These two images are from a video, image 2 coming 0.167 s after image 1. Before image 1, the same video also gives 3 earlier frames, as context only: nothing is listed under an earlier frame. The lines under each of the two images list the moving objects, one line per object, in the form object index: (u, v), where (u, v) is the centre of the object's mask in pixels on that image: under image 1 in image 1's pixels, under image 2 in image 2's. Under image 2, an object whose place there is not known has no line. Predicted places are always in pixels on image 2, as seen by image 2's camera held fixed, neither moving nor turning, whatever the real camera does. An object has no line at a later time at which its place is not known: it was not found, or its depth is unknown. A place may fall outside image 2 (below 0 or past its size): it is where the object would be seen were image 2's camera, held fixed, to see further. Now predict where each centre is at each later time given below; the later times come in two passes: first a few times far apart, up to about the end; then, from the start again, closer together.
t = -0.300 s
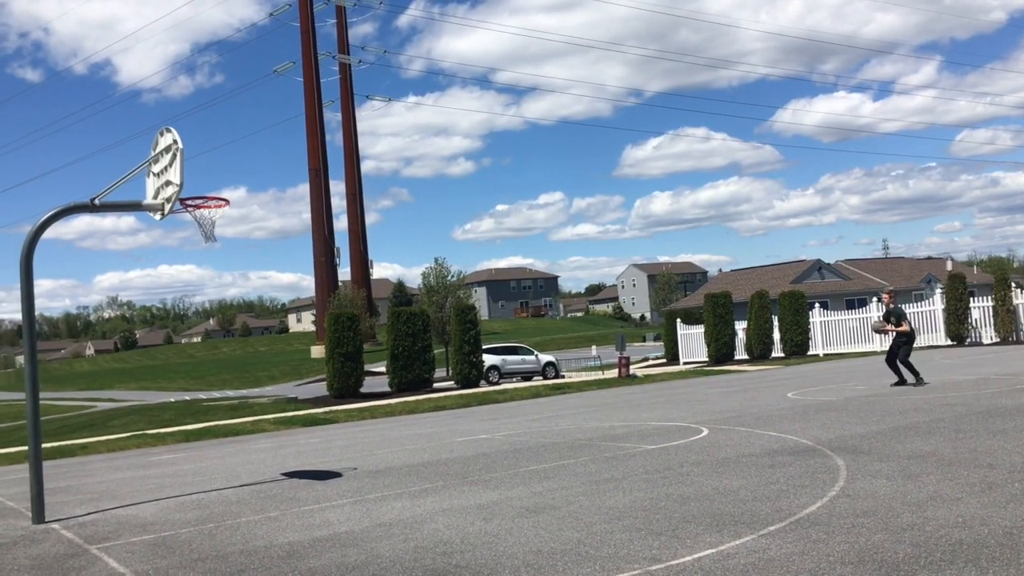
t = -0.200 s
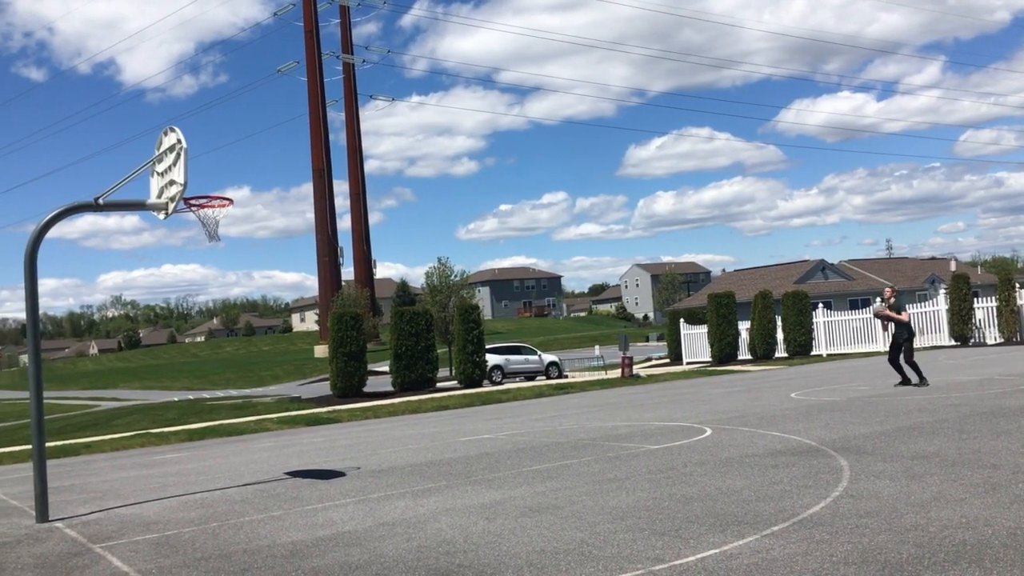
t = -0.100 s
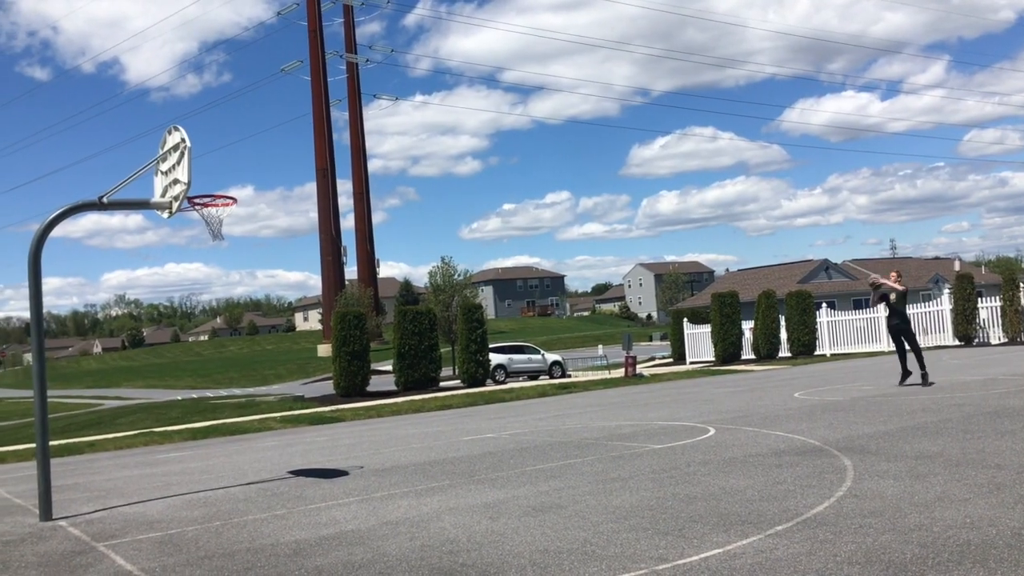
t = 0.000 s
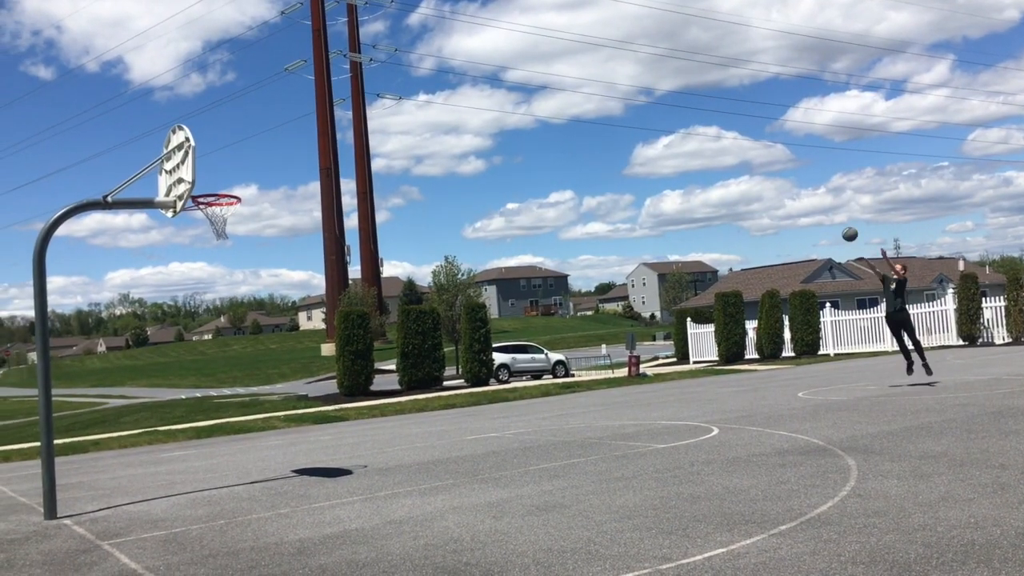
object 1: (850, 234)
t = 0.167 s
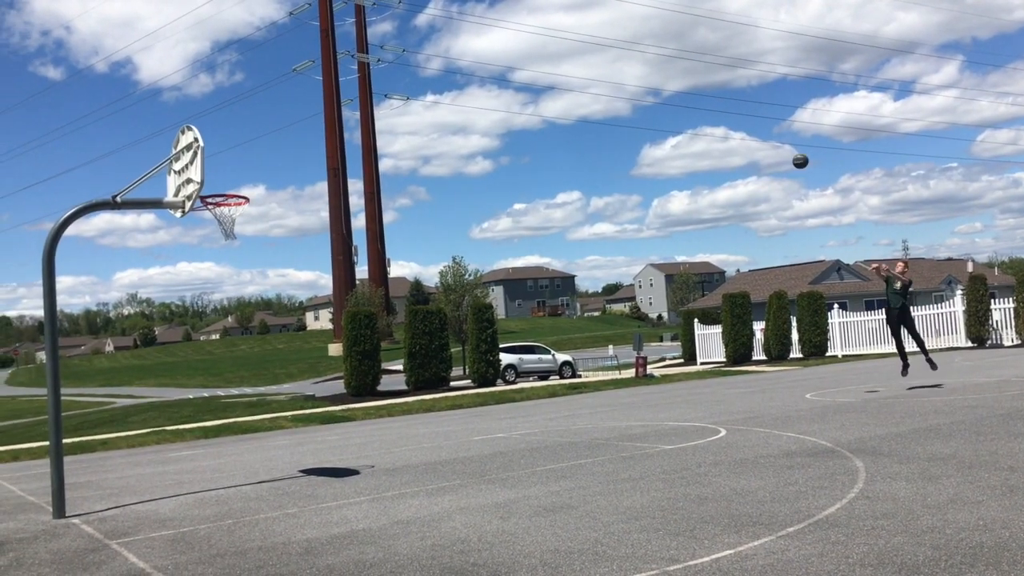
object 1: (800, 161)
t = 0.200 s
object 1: (789, 147)
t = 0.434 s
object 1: (709, 68)
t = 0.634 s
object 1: (639, 23)
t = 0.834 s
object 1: (567, 1)
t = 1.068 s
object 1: (478, 7)
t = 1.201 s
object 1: (424, 28)
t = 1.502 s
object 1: (289, 133)
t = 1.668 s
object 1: (207, 221)
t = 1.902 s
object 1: (183, 250)
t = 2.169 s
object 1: (162, 347)
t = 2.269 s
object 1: (155, 409)
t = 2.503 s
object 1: (154, 434)
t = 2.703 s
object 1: (167, 349)
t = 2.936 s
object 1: (185, 304)
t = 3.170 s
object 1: (207, 308)
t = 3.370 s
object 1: (228, 372)
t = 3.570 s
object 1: (254, 480)
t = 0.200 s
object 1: (789, 147)
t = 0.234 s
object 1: (778, 135)
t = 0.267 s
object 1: (766, 122)
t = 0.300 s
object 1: (754, 110)
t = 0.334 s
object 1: (743, 99)
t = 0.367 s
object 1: (731, 89)
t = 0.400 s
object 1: (720, 78)
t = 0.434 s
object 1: (709, 68)
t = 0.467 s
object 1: (697, 59)
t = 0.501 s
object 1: (686, 51)
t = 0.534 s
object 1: (674, 43)
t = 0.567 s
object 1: (663, 36)
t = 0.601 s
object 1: (651, 29)
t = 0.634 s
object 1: (639, 23)
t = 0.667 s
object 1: (627, 17)
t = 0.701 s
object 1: (615, 12)
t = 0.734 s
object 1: (603, 8)
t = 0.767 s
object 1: (591, 5)
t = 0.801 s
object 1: (579, 2)
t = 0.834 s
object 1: (567, 1)
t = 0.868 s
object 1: (555, 0)
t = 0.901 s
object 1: (542, 0)
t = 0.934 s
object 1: (529, 1)
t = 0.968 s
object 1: (517, 2)
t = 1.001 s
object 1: (504, 3)
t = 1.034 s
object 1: (491, 5)
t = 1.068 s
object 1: (478, 7)
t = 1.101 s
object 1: (465, 11)
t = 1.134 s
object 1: (451, 16)
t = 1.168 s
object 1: (438, 21)
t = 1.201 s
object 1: (424, 28)
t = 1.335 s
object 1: (367, 65)
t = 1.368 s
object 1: (352, 76)
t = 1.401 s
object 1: (337, 88)
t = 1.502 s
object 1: (289, 133)
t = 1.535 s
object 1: (272, 150)
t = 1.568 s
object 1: (256, 169)
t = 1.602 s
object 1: (239, 188)
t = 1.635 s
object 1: (222, 207)
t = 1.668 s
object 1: (207, 221)
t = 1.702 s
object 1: (200, 221)
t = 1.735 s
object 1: (197, 221)
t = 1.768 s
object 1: (194, 224)
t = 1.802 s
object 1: (191, 229)
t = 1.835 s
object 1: (188, 235)
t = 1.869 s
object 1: (186, 242)
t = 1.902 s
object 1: (183, 250)
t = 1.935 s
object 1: (181, 259)
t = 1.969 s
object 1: (179, 270)
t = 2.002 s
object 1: (177, 281)
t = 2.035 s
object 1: (175, 293)
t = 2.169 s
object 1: (162, 347)
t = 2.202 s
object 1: (159, 369)
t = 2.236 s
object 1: (158, 389)
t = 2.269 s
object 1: (155, 409)
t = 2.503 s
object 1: (154, 434)
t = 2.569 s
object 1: (159, 400)
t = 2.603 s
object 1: (160, 386)
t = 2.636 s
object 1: (162, 373)
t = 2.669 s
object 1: (164, 361)
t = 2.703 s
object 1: (167, 349)
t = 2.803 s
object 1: (176, 316)
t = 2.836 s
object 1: (179, 310)
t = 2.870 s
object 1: (181, 305)
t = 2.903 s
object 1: (184, 301)
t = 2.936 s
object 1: (185, 304)
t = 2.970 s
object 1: (188, 302)
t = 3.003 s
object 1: (191, 300)
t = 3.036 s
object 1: (194, 298)
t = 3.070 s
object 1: (198, 298)
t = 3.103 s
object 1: (201, 300)
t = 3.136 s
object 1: (204, 303)
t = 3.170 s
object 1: (207, 308)
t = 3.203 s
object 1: (210, 315)
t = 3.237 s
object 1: (214, 323)
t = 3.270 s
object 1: (217, 333)
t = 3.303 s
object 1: (220, 348)
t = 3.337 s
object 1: (224, 359)
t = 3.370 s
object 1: (228, 372)
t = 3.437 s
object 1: (236, 402)
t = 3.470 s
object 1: (241, 419)
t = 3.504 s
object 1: (245, 439)
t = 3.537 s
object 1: (250, 459)
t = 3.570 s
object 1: (254, 480)
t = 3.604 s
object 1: (259, 502)
